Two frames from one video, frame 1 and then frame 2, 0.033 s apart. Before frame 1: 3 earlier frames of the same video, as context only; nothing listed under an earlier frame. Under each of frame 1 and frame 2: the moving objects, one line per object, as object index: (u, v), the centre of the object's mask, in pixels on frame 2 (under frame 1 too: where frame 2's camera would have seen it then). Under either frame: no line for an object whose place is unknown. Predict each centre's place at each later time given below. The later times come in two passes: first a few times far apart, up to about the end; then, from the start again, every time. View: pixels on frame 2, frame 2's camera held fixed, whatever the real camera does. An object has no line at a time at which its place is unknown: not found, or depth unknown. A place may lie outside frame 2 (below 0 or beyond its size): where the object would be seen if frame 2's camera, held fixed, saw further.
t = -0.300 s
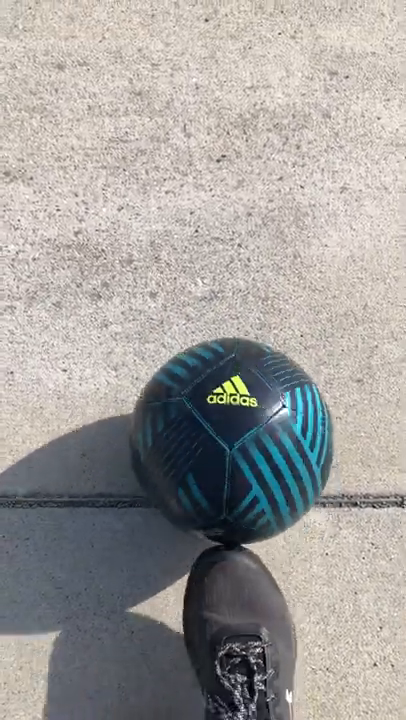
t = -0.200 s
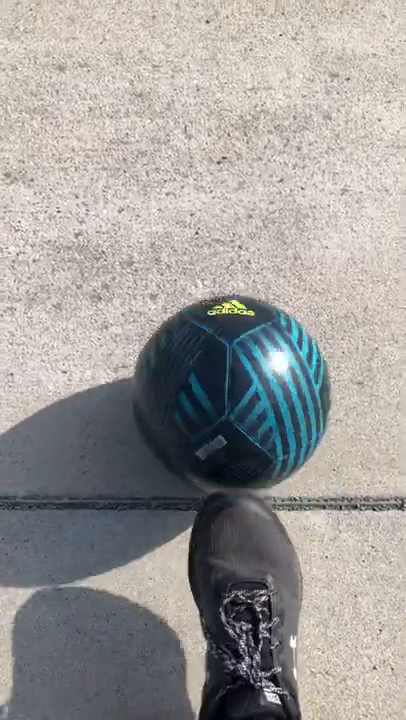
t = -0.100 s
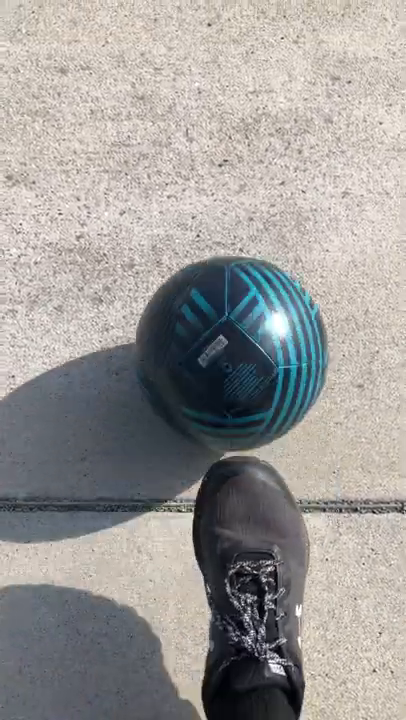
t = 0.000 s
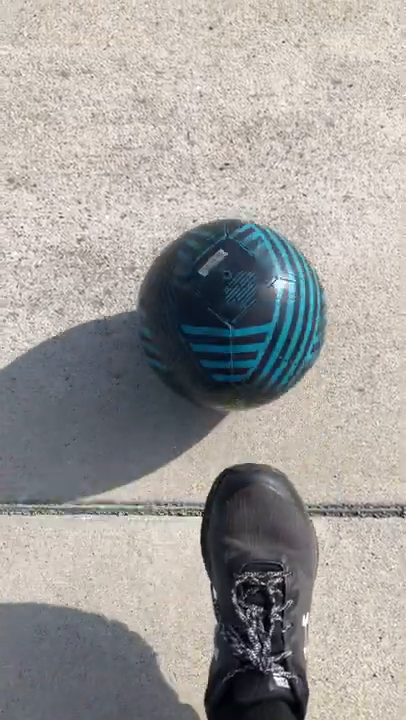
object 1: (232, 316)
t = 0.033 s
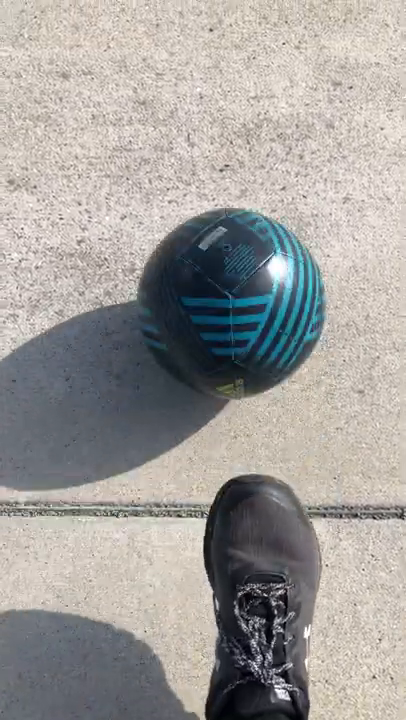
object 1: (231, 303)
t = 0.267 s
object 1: (229, 214)
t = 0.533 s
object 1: (221, 117)
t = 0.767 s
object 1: (212, 41)
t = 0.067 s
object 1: (231, 289)
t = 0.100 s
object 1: (231, 276)
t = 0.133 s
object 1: (231, 263)
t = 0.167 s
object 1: (230, 250)
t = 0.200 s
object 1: (230, 238)
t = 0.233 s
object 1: (229, 225)
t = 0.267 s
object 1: (229, 214)
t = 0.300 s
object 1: (228, 202)
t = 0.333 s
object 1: (227, 190)
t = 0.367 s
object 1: (226, 178)
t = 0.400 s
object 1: (225, 166)
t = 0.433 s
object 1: (224, 153)
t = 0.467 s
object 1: (223, 141)
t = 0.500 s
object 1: (222, 129)
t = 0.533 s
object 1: (221, 117)
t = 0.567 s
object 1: (219, 106)
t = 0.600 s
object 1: (218, 96)
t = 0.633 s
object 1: (217, 83)
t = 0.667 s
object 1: (215, 73)
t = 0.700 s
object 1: (214, 62)
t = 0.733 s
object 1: (213, 52)
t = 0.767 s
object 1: (212, 41)
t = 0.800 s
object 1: (211, 32)
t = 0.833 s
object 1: (209, 23)
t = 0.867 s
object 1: (208, 13)
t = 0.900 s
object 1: (207, 4)
